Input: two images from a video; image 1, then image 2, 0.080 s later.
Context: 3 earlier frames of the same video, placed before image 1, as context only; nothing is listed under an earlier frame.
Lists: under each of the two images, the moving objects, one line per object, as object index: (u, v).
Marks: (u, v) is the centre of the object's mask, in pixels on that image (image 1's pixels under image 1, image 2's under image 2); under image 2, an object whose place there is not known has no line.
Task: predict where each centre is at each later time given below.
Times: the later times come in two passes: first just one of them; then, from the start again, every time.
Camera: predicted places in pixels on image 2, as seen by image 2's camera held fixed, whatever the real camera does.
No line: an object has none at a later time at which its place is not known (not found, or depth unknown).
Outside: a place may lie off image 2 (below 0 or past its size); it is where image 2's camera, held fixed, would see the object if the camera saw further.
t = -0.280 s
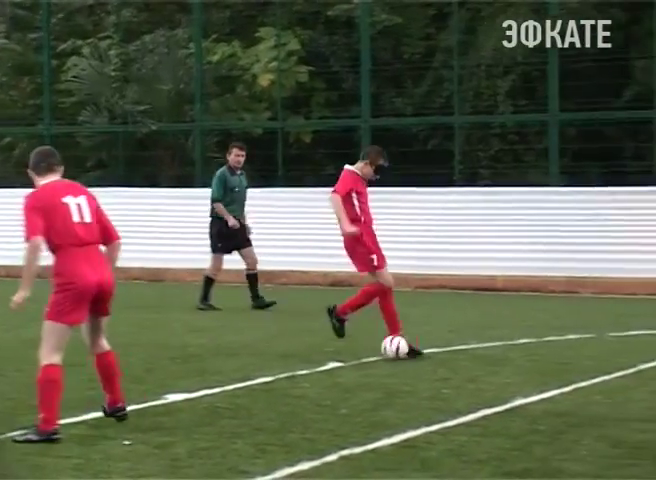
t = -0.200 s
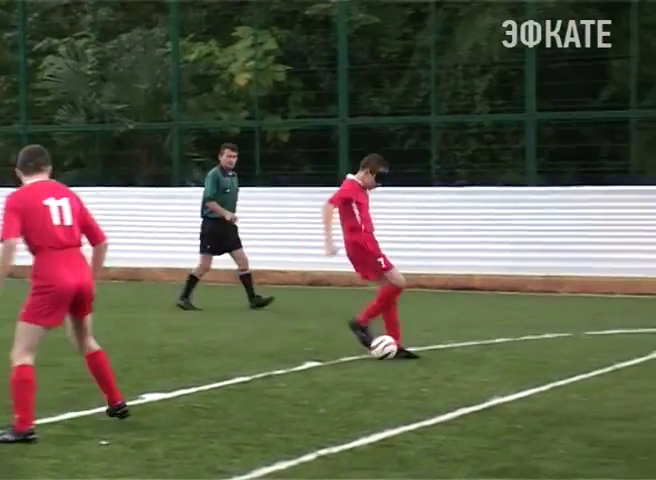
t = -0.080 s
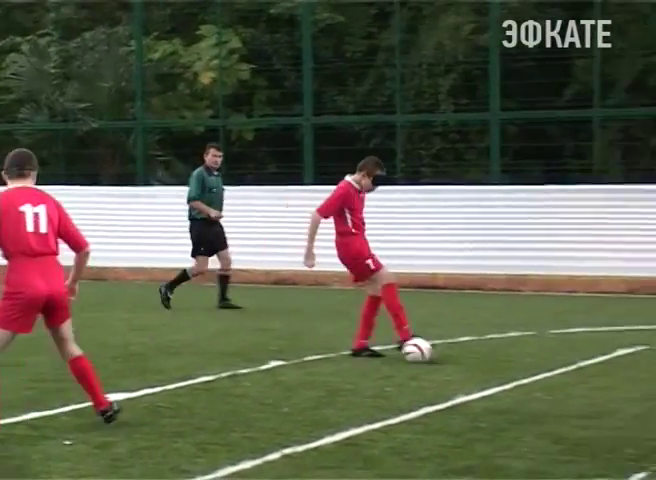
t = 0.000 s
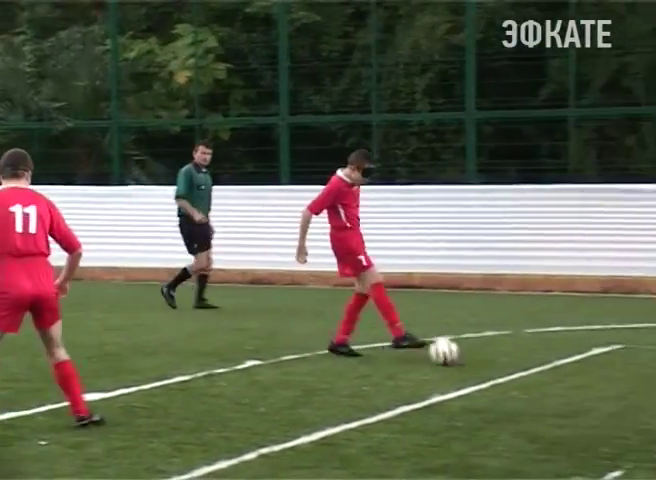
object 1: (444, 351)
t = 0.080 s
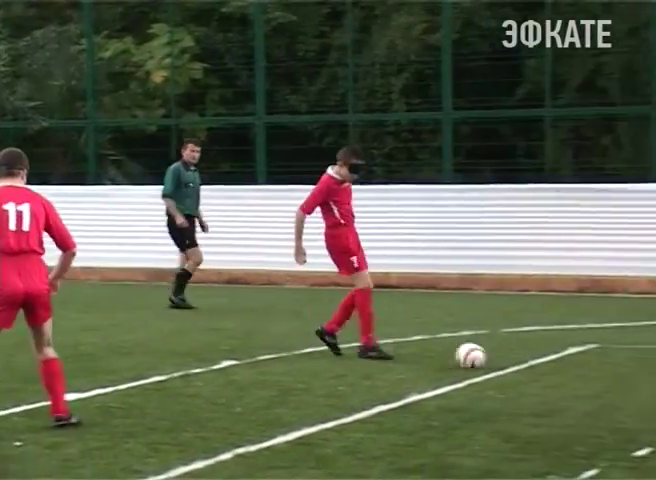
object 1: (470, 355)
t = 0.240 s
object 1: (564, 361)
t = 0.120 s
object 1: (494, 357)
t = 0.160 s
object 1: (518, 358)
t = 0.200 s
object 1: (542, 360)
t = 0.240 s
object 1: (564, 361)
